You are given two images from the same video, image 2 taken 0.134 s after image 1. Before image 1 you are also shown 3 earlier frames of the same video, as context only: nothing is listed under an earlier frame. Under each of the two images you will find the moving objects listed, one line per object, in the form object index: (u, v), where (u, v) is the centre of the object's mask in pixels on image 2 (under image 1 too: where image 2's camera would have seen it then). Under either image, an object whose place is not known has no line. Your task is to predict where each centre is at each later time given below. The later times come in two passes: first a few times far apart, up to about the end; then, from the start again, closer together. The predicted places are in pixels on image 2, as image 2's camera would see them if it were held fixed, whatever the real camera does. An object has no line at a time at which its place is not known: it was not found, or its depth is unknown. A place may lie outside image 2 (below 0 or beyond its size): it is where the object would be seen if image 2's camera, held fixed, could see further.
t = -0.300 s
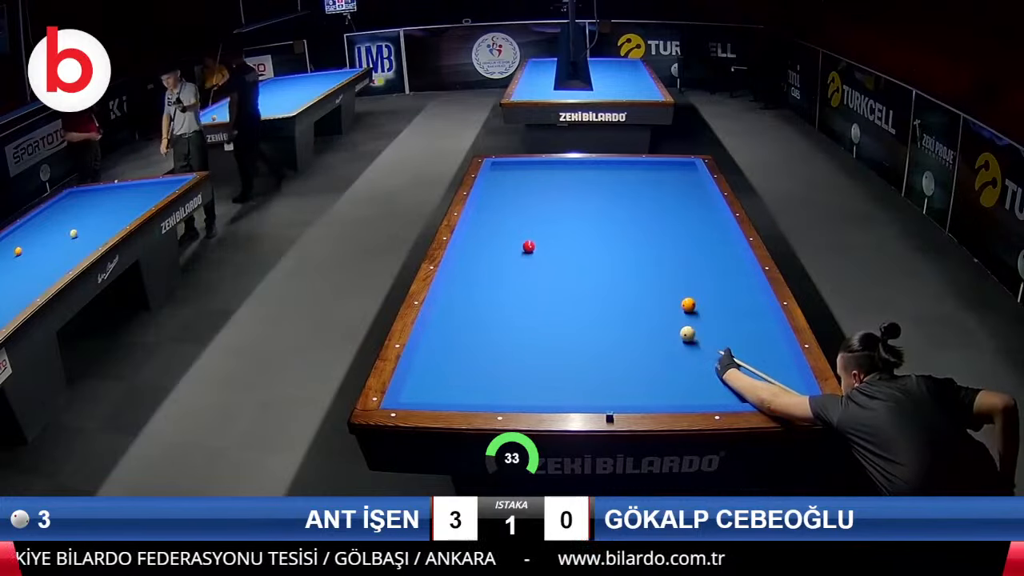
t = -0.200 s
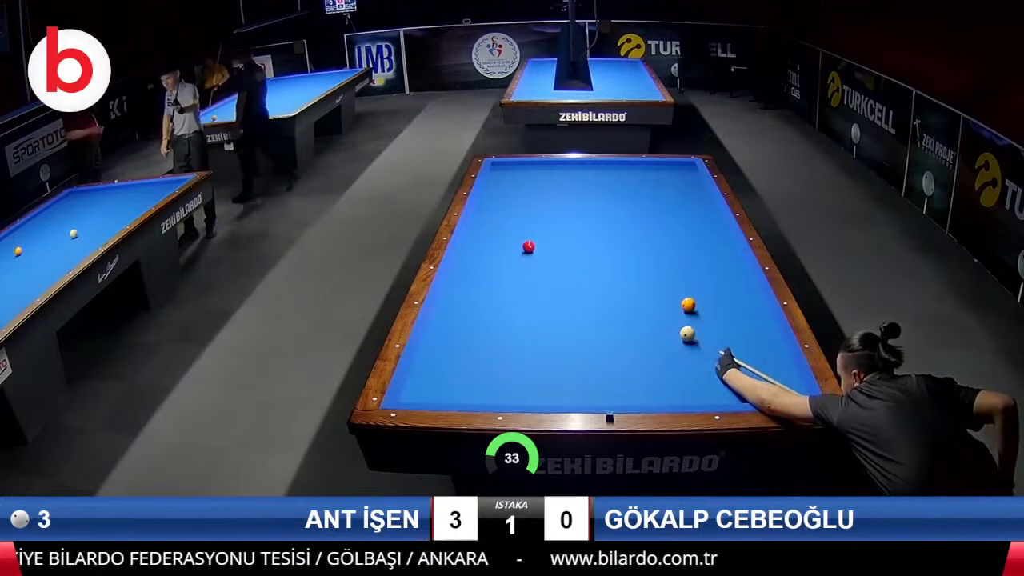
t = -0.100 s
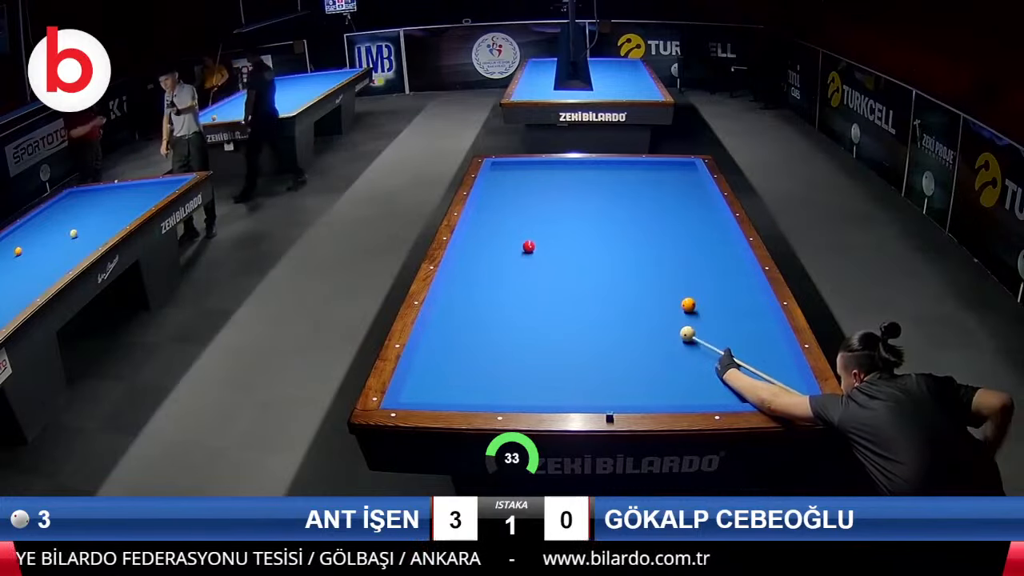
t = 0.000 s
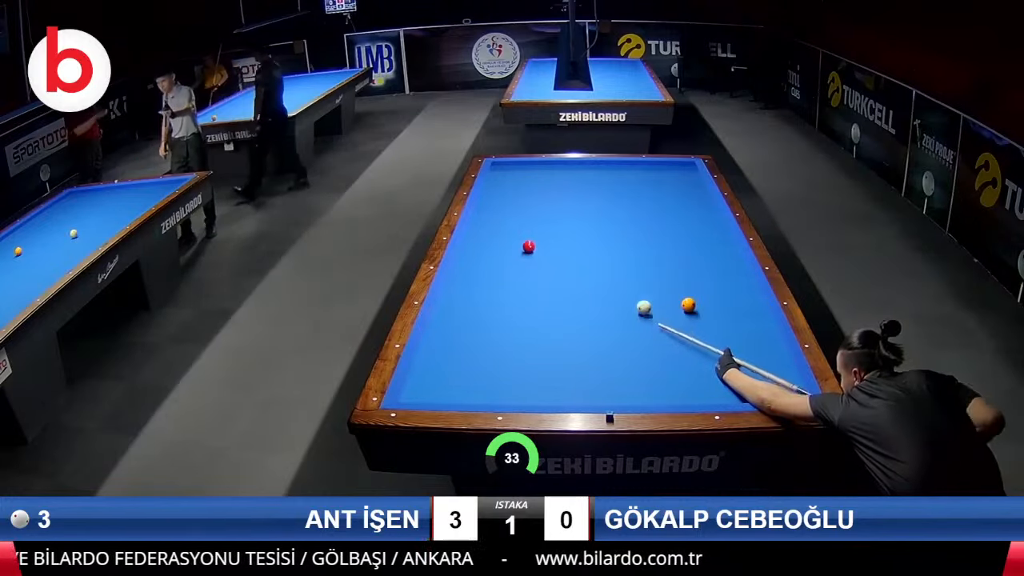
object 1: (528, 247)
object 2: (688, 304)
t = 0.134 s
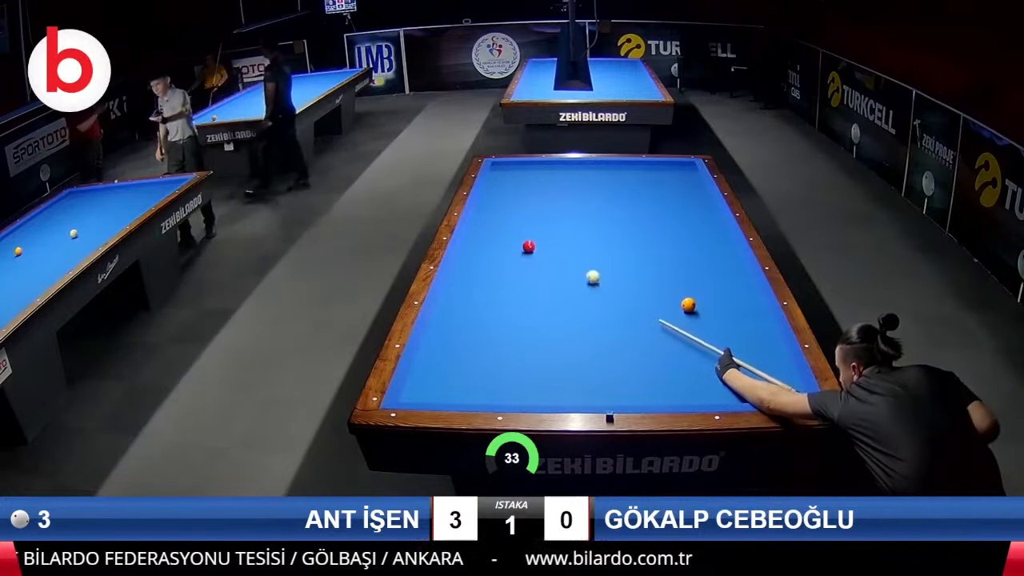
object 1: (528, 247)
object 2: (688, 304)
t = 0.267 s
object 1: (528, 247)
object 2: (688, 304)
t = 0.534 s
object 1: (467, 244)
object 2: (688, 304)
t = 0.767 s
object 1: (500, 241)
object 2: (688, 304)
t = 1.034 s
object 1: (535, 238)
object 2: (688, 304)
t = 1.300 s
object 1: (569, 235)
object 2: (688, 304)
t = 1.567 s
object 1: (602, 233)
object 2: (688, 304)
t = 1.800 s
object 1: (630, 230)
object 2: (688, 304)
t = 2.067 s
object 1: (660, 228)
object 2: (688, 304)
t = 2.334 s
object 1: (688, 226)
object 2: (688, 304)
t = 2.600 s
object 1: (715, 224)
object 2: (688, 304)
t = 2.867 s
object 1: (710, 223)
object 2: (688, 304)
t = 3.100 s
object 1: (697, 221)
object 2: (688, 304)
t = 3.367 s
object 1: (682, 220)
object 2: (688, 304)
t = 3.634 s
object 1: (668, 219)
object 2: (688, 304)
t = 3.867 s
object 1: (655, 218)
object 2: (688, 304)
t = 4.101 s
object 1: (642, 217)
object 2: (688, 304)
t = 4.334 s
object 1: (631, 216)
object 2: (688, 304)
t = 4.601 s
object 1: (618, 216)
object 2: (688, 304)
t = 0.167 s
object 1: (528, 247)
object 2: (688, 304)
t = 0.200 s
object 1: (528, 247)
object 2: (688, 304)
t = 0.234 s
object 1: (528, 247)
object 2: (688, 304)
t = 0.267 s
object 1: (528, 247)
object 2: (688, 304)
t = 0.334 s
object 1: (519, 247)
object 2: (688, 304)
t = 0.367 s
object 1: (510, 246)
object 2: (688, 304)
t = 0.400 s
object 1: (500, 245)
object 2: (688, 304)
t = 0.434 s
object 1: (491, 245)
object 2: (688, 304)
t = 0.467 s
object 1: (483, 245)
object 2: (688, 304)
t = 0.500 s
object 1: (474, 244)
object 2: (688, 304)
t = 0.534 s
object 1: (467, 244)
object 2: (688, 304)
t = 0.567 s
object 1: (468, 243)
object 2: (688, 304)
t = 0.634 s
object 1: (480, 243)
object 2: (688, 304)
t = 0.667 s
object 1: (486, 242)
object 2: (688, 304)
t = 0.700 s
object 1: (491, 242)
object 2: (688, 304)
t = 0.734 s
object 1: (495, 241)
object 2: (688, 304)
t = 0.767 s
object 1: (500, 241)
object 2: (688, 304)
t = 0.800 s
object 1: (504, 240)
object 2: (688, 304)
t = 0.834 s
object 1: (509, 240)
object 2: (688, 304)
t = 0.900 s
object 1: (518, 239)
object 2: (688, 304)
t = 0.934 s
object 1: (522, 239)
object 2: (688, 304)
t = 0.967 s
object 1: (526, 238)
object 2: (688, 304)
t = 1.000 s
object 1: (531, 238)
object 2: (688, 304)
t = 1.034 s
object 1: (535, 238)
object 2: (688, 304)
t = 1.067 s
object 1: (539, 238)
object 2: (688, 304)
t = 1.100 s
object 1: (544, 237)
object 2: (688, 304)
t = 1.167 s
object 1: (552, 236)
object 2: (688, 304)
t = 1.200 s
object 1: (556, 236)
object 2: (688, 304)
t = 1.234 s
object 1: (561, 236)
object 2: (688, 304)
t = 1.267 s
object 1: (565, 236)
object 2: (688, 304)
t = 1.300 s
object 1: (569, 235)
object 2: (688, 304)
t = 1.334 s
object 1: (574, 235)
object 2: (688, 304)
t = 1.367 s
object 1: (578, 235)
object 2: (688, 304)
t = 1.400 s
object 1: (582, 234)
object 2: (688, 304)
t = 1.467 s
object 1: (590, 234)
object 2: (688, 304)
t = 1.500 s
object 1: (594, 233)
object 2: (688, 304)
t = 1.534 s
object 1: (598, 233)
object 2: (688, 304)
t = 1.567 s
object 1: (602, 233)
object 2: (688, 304)
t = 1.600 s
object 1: (607, 232)
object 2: (688, 304)
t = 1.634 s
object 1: (611, 232)
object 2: (688, 304)
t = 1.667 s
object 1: (614, 232)
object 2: (688, 304)
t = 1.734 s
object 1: (622, 231)
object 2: (688, 304)
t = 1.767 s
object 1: (626, 231)
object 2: (688, 304)
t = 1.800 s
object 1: (630, 230)
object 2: (688, 304)
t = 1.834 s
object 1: (634, 230)
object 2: (688, 304)
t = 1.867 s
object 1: (638, 230)
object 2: (688, 304)
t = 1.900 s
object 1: (641, 230)
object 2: (688, 304)
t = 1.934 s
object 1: (645, 230)
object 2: (688, 304)
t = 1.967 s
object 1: (649, 229)
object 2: (688, 304)
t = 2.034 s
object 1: (656, 229)
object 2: (688, 304)
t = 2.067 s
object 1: (660, 228)
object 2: (688, 304)
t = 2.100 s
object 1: (663, 228)
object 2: (688, 304)
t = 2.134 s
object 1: (667, 228)
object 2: (688, 304)
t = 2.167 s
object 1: (671, 227)
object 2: (688, 304)
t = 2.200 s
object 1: (674, 227)
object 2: (688, 304)
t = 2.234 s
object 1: (677, 227)
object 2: (688, 304)
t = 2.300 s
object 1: (685, 227)
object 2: (688, 304)
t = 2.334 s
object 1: (688, 226)
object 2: (688, 304)
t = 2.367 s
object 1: (691, 226)
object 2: (688, 304)
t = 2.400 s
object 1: (695, 225)
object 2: (688, 304)
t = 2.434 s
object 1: (698, 225)
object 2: (688, 304)
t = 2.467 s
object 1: (701, 225)
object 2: (688, 304)
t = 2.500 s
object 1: (704, 224)
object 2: (688, 304)
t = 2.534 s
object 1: (708, 225)
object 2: (688, 304)
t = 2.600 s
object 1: (715, 224)
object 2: (688, 304)
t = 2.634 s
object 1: (718, 224)
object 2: (688, 304)
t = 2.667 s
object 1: (720, 224)
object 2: (688, 304)
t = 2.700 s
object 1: (720, 223)
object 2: (688, 304)
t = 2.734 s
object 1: (719, 223)
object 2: (688, 304)
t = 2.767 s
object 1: (716, 223)
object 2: (688, 304)
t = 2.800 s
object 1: (714, 223)
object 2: (688, 304)
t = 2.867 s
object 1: (710, 223)
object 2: (688, 304)
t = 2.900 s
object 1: (708, 223)
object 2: (688, 304)
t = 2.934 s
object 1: (707, 222)
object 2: (688, 304)
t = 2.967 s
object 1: (705, 222)
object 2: (688, 304)
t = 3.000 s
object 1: (703, 222)
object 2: (688, 304)
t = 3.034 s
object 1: (701, 222)
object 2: (688, 304)
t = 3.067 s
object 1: (699, 222)
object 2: (688, 304)
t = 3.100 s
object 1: (697, 221)
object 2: (688, 304)
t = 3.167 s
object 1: (693, 221)
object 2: (688, 304)
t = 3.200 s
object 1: (692, 221)
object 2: (688, 304)
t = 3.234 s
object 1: (690, 220)
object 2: (688, 304)
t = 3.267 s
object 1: (688, 220)
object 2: (688, 304)
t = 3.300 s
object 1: (686, 220)
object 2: (688, 304)
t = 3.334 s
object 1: (684, 220)
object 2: (688, 304)
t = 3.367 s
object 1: (682, 220)
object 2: (688, 304)
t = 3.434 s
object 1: (679, 220)
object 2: (688, 304)
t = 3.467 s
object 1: (677, 220)
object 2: (688, 304)
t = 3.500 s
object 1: (675, 219)
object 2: (688, 304)
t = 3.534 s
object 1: (673, 220)
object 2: (688, 304)
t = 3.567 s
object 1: (672, 219)
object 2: (688, 304)
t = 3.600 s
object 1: (670, 219)
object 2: (688, 304)
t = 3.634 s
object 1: (668, 219)
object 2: (688, 304)
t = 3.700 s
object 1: (665, 219)
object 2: (688, 304)
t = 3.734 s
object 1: (663, 219)
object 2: (688, 304)
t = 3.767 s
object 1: (660, 219)
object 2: (688, 304)
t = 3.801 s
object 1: (658, 219)
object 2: (688, 304)
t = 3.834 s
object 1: (656, 218)
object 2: (688, 304)
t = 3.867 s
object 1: (655, 218)
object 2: (688, 304)
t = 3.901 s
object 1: (653, 218)
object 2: (688, 304)
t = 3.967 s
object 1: (650, 218)
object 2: (688, 304)
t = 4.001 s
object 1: (648, 218)
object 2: (688, 304)
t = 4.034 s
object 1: (645, 218)
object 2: (688, 304)
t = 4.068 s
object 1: (643, 217)
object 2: (688, 304)
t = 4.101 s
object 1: (642, 217)
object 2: (688, 304)
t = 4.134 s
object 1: (640, 217)
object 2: (688, 304)
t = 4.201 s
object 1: (637, 217)
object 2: (688, 304)
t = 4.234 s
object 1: (635, 217)
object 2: (688, 304)
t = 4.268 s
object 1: (634, 217)
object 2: (688, 304)
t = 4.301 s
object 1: (632, 217)
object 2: (688, 304)
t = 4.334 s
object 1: (631, 216)
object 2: (688, 304)
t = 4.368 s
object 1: (629, 217)
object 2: (688, 304)
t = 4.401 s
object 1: (627, 216)
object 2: (688, 304)
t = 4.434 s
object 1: (626, 216)
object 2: (688, 304)
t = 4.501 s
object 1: (623, 216)
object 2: (688, 304)
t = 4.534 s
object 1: (621, 216)
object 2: (688, 304)
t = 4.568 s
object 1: (620, 216)
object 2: (688, 304)
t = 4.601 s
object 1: (618, 216)
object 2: (688, 304)
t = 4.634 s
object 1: (617, 216)
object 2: (688, 304)
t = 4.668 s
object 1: (616, 216)
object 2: (688, 304)
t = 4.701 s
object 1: (614, 216)
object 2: (688, 304)
